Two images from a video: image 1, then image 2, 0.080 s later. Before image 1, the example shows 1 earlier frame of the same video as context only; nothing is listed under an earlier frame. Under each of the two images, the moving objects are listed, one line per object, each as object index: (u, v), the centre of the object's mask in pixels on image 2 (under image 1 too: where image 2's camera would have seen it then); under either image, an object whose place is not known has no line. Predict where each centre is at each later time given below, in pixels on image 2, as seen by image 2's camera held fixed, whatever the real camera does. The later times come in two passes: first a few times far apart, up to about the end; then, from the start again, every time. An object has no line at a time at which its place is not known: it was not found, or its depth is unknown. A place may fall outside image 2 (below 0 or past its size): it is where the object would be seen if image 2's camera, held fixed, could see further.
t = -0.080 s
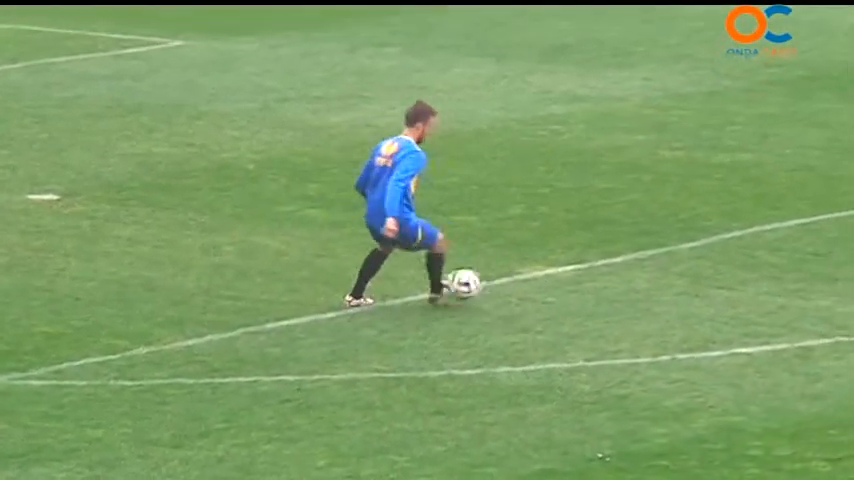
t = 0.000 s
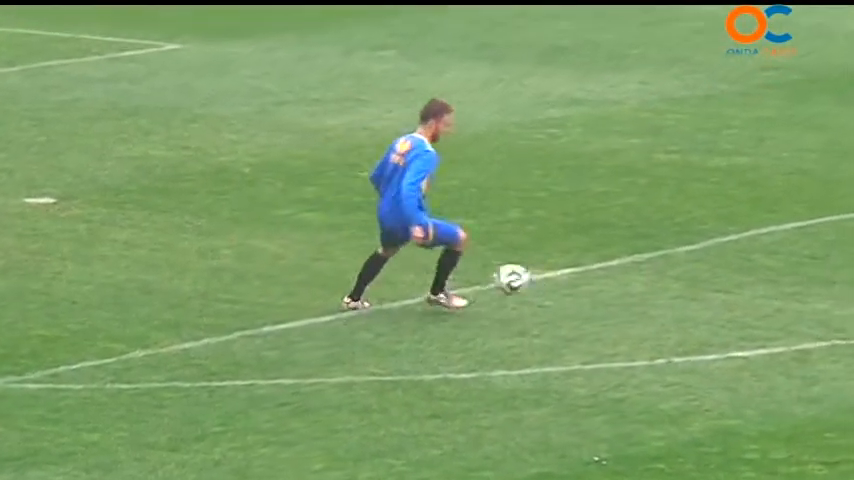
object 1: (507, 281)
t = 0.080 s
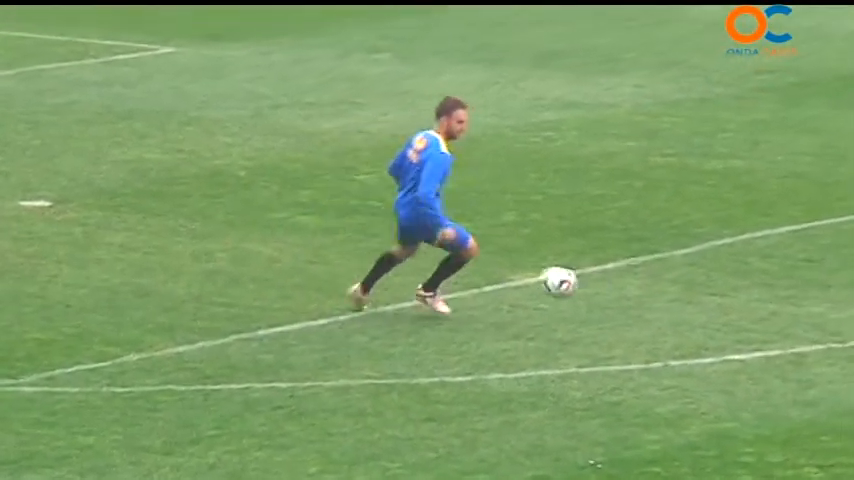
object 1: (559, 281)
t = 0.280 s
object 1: (680, 318)
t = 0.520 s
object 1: (804, 384)
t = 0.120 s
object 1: (583, 284)
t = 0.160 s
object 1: (607, 288)
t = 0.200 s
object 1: (632, 296)
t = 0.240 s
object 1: (656, 306)
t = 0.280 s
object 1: (680, 318)
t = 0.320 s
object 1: (703, 332)
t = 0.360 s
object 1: (727, 349)
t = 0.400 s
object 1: (750, 367)
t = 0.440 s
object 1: (772, 389)
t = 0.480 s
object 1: (786, 386)
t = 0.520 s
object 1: (804, 384)
